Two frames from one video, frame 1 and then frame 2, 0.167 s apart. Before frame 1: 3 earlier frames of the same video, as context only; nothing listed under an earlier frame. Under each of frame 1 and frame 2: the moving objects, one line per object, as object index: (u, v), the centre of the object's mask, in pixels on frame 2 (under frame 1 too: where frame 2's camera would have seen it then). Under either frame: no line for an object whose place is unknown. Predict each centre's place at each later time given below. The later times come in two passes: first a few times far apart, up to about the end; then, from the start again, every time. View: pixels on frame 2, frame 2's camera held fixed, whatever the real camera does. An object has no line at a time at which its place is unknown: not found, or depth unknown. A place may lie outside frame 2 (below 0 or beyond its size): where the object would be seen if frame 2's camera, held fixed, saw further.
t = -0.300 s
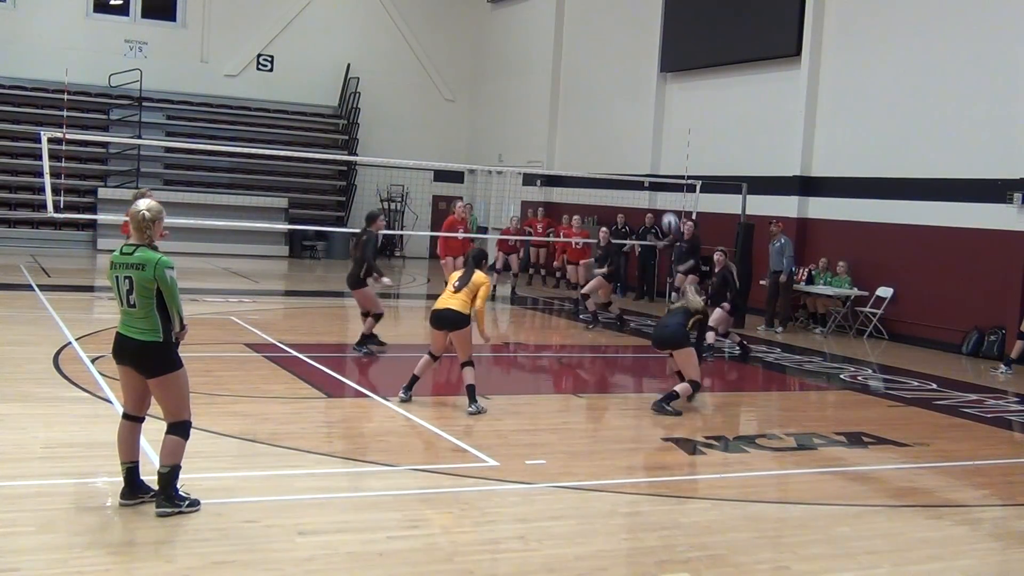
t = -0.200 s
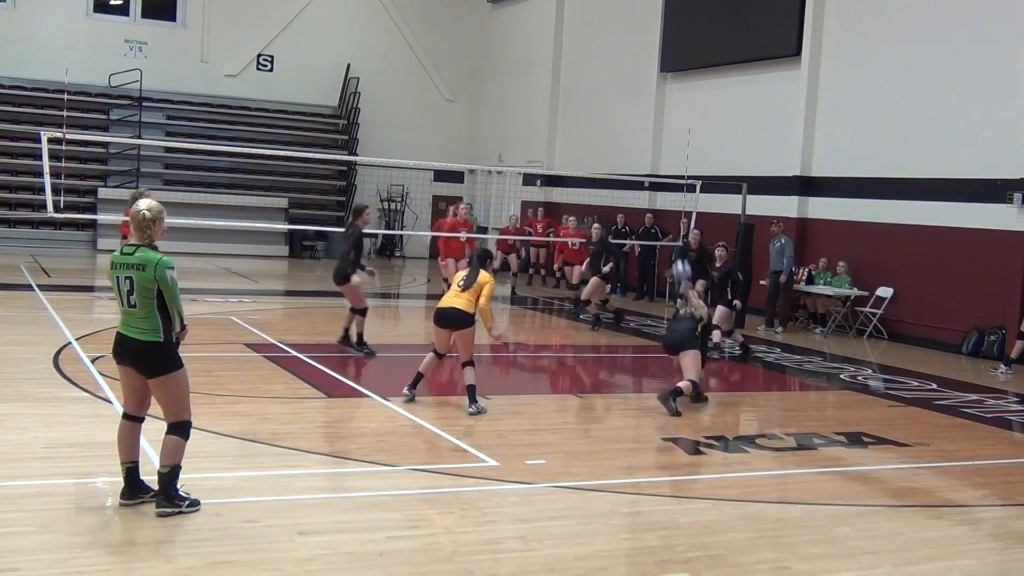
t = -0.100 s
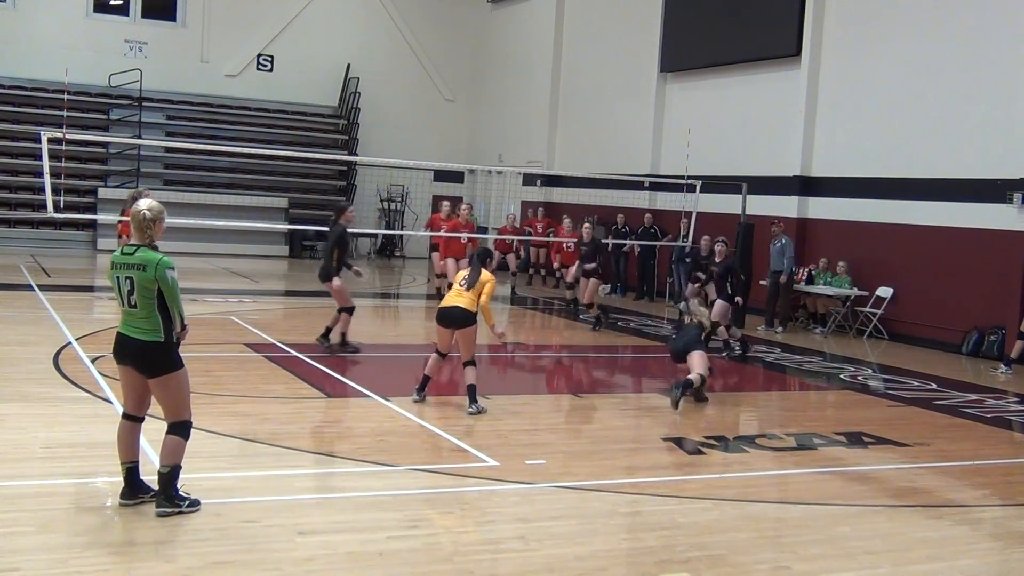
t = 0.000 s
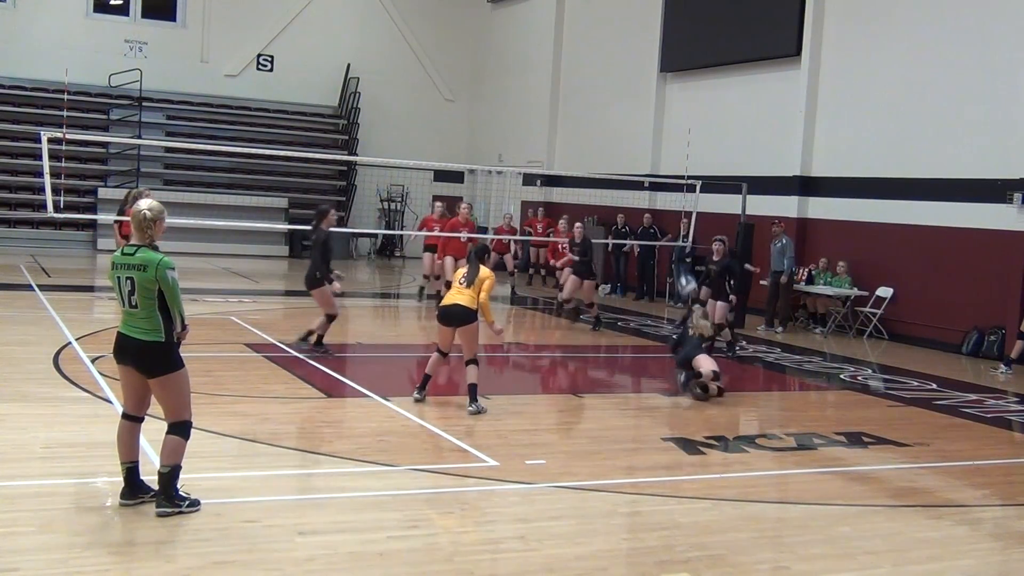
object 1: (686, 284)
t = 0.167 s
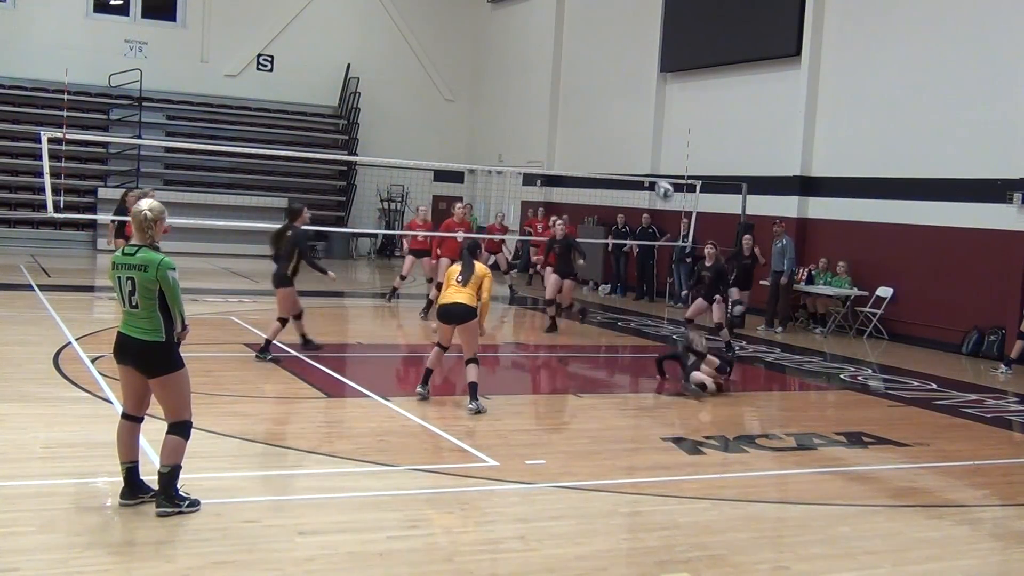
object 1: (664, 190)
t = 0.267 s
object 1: (650, 146)
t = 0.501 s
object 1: (618, 84)
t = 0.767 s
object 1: (583, 69)
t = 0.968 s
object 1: (555, 92)
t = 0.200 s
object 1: (660, 175)
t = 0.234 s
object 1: (655, 161)
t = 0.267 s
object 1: (650, 146)
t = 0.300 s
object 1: (645, 135)
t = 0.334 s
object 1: (641, 124)
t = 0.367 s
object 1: (637, 114)
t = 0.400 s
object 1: (632, 105)
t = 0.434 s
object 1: (628, 97)
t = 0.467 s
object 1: (623, 90)
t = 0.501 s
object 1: (618, 84)
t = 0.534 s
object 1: (614, 79)
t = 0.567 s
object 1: (609, 74)
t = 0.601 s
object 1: (605, 72)
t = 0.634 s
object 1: (600, 69)
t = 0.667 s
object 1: (596, 68)
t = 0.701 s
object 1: (591, 67)
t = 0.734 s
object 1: (587, 68)
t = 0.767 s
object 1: (583, 69)
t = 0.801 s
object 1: (578, 70)
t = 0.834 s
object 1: (573, 73)
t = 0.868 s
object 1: (569, 77)
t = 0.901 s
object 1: (564, 81)
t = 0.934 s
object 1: (560, 86)
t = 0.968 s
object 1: (555, 92)
